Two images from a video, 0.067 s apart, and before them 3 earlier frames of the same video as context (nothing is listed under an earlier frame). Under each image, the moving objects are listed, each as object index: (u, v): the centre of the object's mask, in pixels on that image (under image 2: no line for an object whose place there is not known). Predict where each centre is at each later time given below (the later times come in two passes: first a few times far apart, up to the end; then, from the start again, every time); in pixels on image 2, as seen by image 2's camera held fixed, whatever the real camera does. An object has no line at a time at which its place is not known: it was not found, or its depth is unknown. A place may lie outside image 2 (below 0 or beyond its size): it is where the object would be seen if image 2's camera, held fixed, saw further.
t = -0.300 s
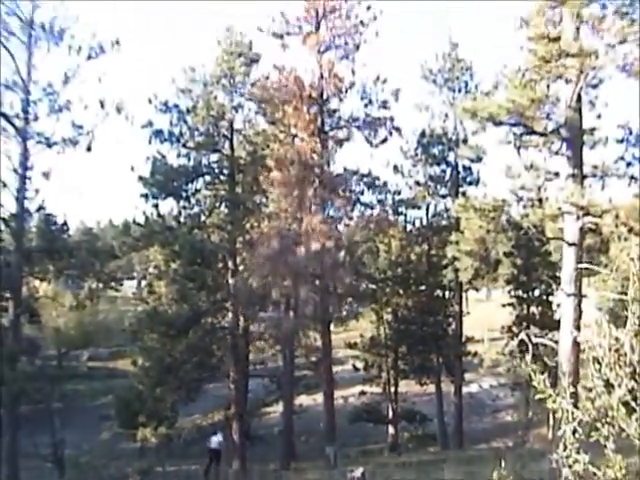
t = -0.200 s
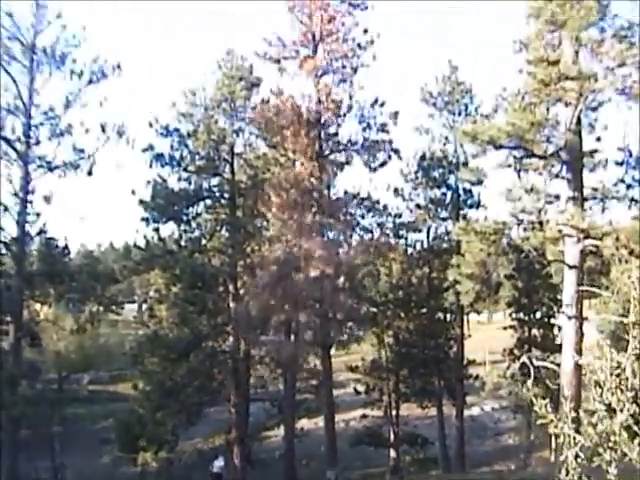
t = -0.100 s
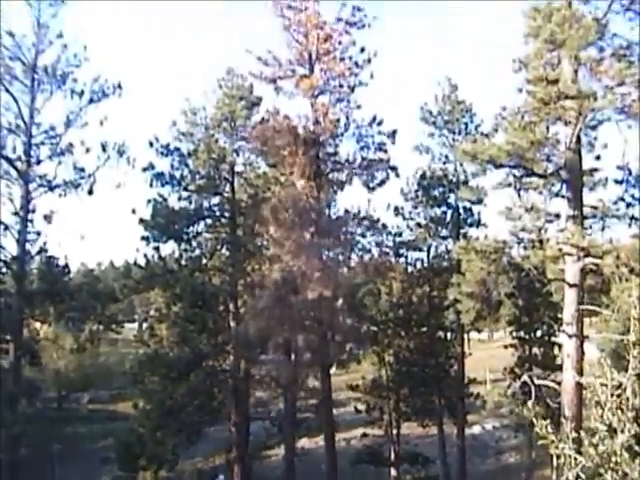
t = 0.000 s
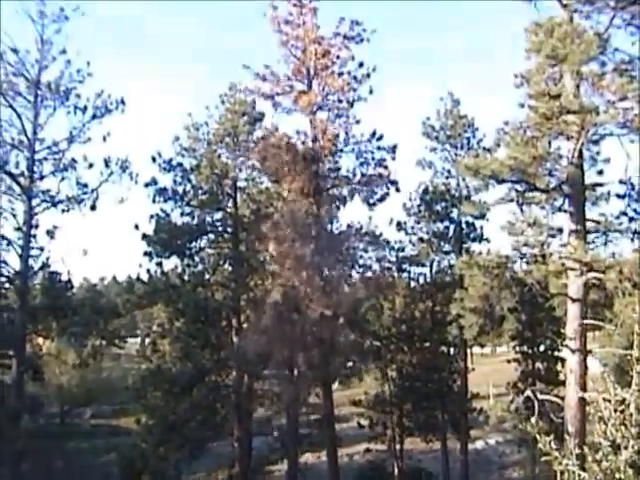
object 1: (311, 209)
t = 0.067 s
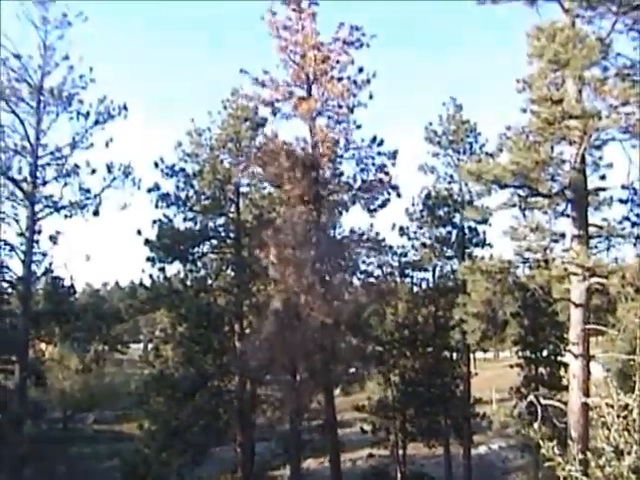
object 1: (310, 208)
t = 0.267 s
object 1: (306, 209)
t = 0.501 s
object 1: (298, 213)
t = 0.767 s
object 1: (278, 235)
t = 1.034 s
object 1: (260, 285)
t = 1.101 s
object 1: (256, 295)
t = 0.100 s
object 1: (310, 208)
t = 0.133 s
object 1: (308, 207)
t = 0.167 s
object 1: (308, 208)
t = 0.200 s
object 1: (308, 213)
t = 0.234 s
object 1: (307, 211)
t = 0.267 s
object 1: (306, 209)
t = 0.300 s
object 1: (305, 206)
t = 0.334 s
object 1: (304, 208)
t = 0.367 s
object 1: (303, 206)
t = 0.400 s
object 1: (302, 208)
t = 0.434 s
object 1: (301, 209)
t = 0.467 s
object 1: (300, 208)
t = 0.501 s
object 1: (298, 213)
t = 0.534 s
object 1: (297, 214)
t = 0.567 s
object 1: (293, 216)
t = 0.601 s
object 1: (292, 219)
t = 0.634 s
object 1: (289, 227)
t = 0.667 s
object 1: (286, 232)
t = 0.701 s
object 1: (283, 234)
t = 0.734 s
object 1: (281, 231)
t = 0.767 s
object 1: (278, 235)
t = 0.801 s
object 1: (276, 239)
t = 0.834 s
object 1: (274, 244)
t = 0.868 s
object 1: (271, 251)
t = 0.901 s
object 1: (270, 262)
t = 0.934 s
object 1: (267, 269)
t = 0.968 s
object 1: (264, 277)
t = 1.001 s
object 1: (262, 282)
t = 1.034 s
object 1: (260, 285)
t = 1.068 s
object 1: (257, 289)
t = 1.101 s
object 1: (256, 295)
